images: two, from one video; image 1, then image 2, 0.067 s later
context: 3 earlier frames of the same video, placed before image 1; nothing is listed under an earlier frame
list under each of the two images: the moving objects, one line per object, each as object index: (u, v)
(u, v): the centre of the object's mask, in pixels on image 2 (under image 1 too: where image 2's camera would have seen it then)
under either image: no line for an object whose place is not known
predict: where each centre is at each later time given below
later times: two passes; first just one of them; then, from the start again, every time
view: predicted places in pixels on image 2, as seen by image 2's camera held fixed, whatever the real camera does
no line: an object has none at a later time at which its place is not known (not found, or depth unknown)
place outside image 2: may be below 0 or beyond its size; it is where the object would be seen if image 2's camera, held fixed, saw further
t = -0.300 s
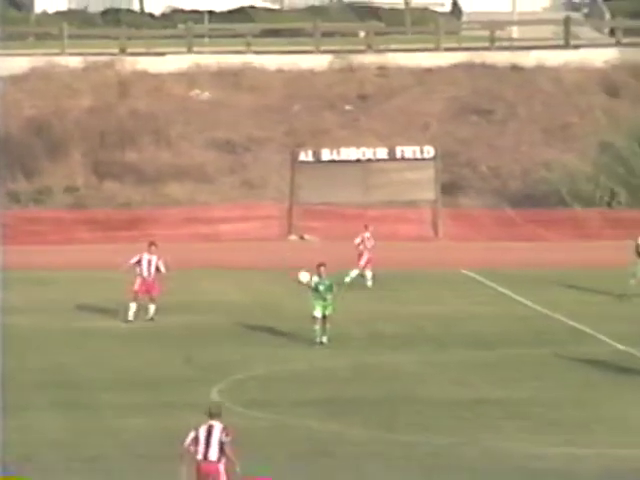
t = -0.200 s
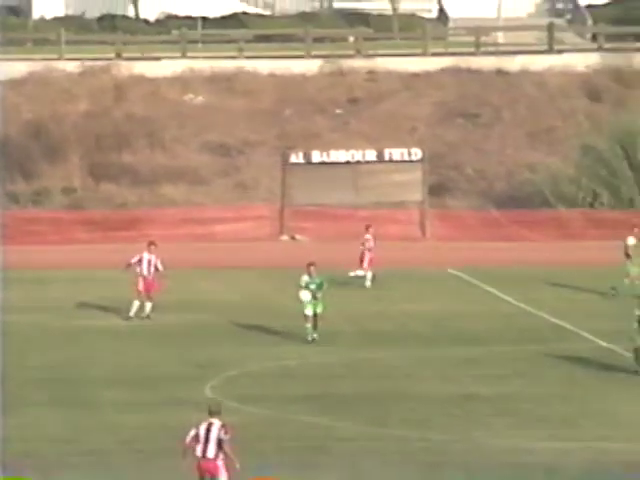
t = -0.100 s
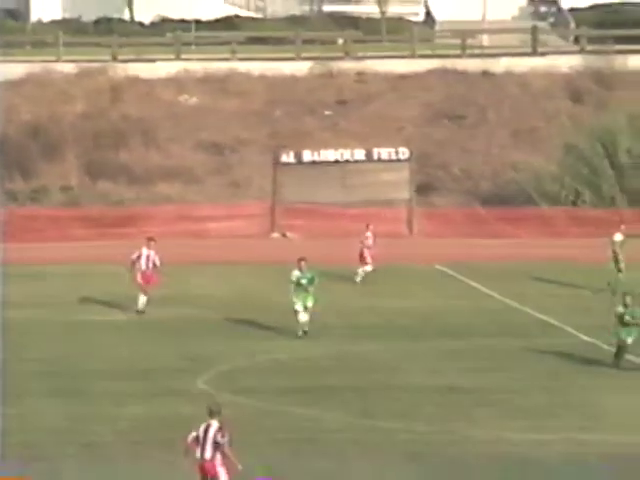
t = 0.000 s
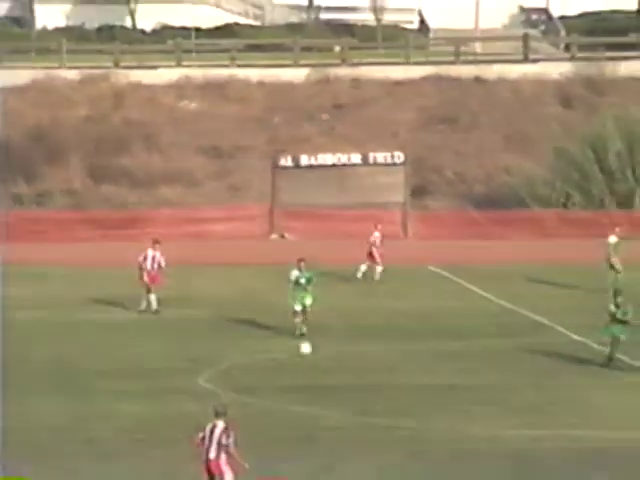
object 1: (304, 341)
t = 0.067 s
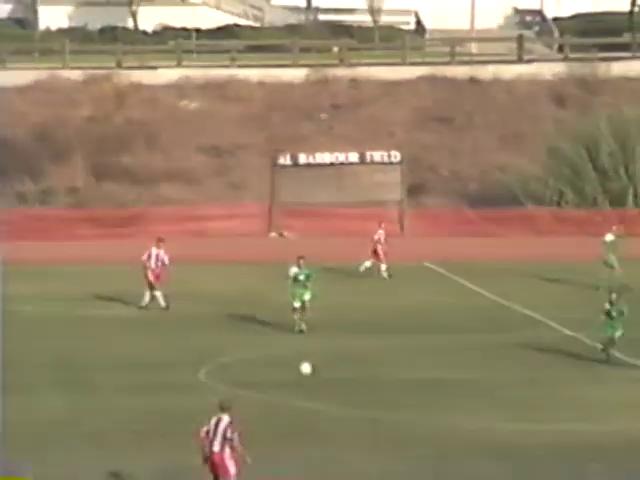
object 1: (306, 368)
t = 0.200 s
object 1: (305, 408)
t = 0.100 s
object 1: (306, 383)
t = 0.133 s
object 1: (306, 398)
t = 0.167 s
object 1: (304, 413)
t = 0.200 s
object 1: (305, 408)
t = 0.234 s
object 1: (306, 400)
